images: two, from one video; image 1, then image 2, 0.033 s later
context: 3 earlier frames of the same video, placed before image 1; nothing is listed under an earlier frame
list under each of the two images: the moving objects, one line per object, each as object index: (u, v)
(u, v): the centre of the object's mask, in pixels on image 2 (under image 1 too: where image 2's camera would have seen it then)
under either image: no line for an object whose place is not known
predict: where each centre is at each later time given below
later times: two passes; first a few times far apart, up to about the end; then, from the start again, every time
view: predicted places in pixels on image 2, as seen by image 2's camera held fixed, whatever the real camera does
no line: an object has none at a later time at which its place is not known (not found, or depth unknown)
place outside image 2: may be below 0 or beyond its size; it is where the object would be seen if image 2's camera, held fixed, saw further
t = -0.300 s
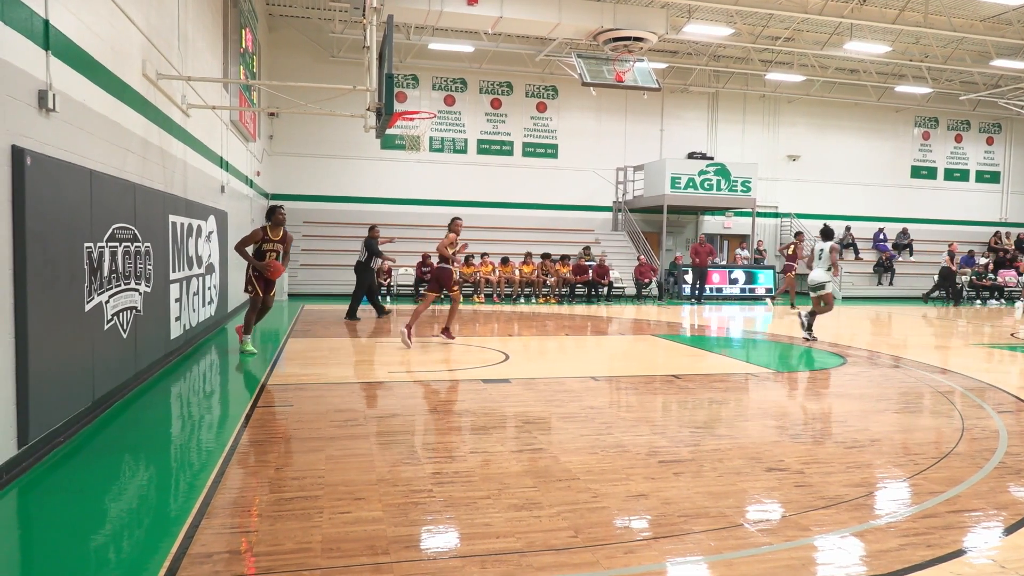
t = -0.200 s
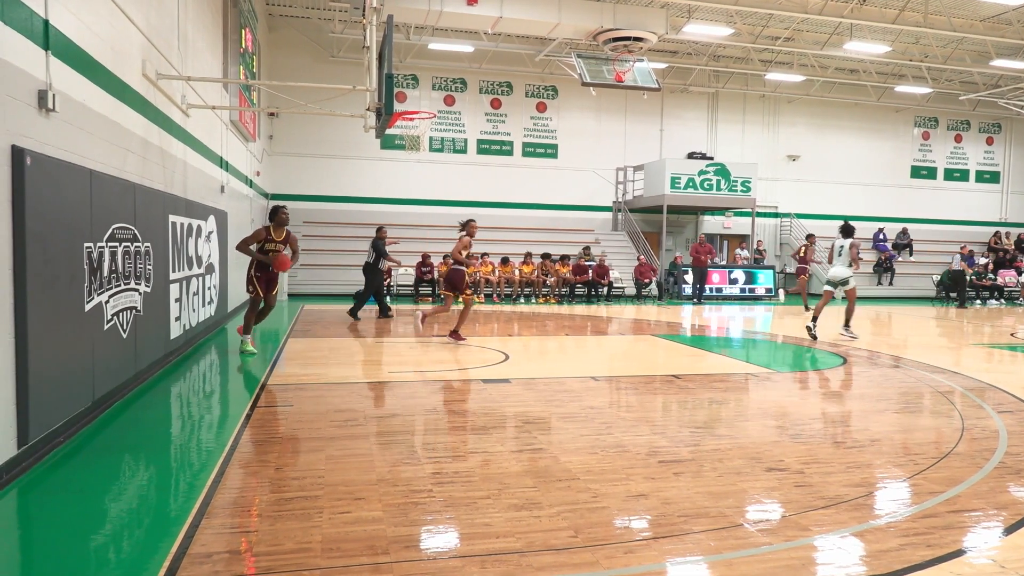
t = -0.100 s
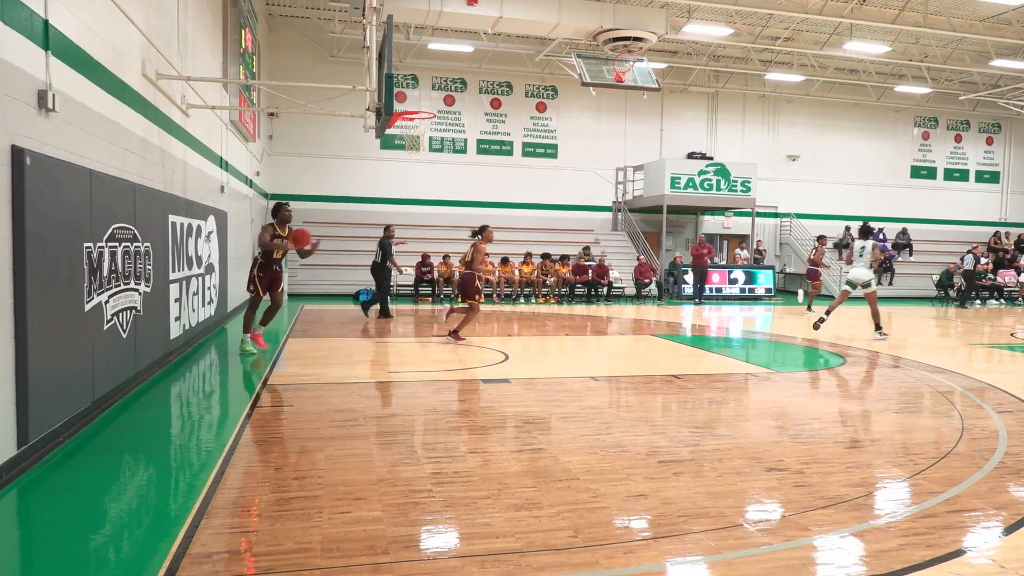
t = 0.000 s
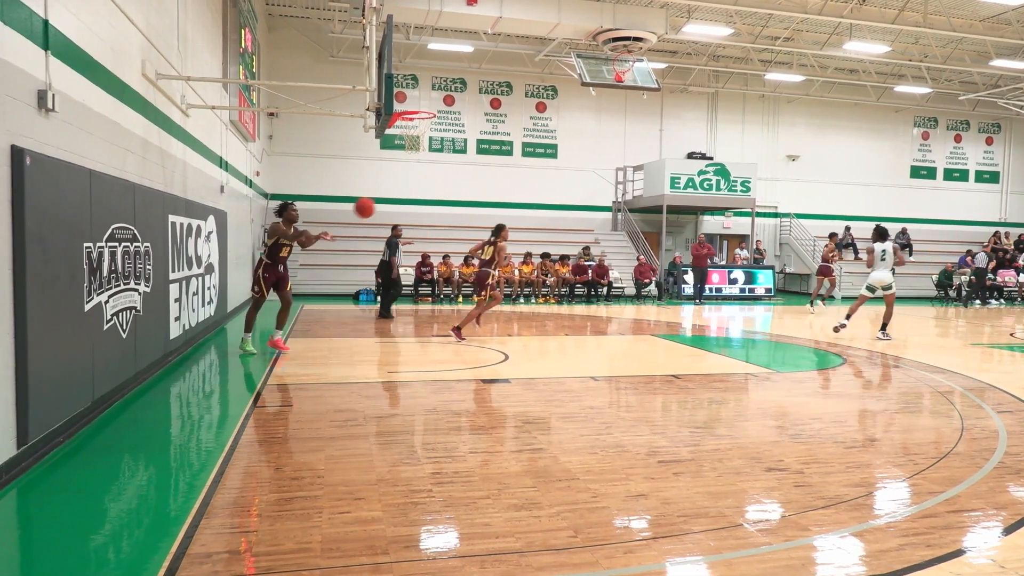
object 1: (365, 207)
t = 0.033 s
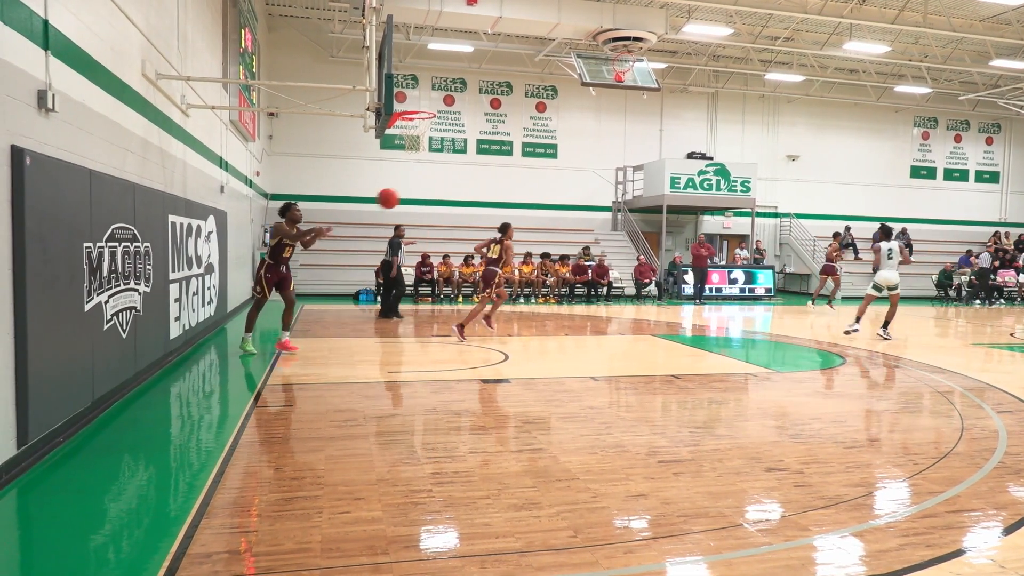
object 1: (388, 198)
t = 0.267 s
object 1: (576, 150)
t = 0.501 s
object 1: (824, 139)
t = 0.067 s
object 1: (412, 189)
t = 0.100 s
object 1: (437, 181)
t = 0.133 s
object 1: (463, 174)
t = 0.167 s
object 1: (489, 167)
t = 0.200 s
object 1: (518, 160)
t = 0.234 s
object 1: (547, 154)
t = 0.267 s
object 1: (576, 150)
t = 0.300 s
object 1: (607, 145)
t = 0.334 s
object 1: (640, 142)
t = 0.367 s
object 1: (673, 139)
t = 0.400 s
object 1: (709, 138)
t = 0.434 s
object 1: (746, 138)
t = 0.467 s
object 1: (785, 138)
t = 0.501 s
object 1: (824, 139)
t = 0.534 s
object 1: (864, 142)
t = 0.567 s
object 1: (906, 147)
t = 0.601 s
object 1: (950, 153)
